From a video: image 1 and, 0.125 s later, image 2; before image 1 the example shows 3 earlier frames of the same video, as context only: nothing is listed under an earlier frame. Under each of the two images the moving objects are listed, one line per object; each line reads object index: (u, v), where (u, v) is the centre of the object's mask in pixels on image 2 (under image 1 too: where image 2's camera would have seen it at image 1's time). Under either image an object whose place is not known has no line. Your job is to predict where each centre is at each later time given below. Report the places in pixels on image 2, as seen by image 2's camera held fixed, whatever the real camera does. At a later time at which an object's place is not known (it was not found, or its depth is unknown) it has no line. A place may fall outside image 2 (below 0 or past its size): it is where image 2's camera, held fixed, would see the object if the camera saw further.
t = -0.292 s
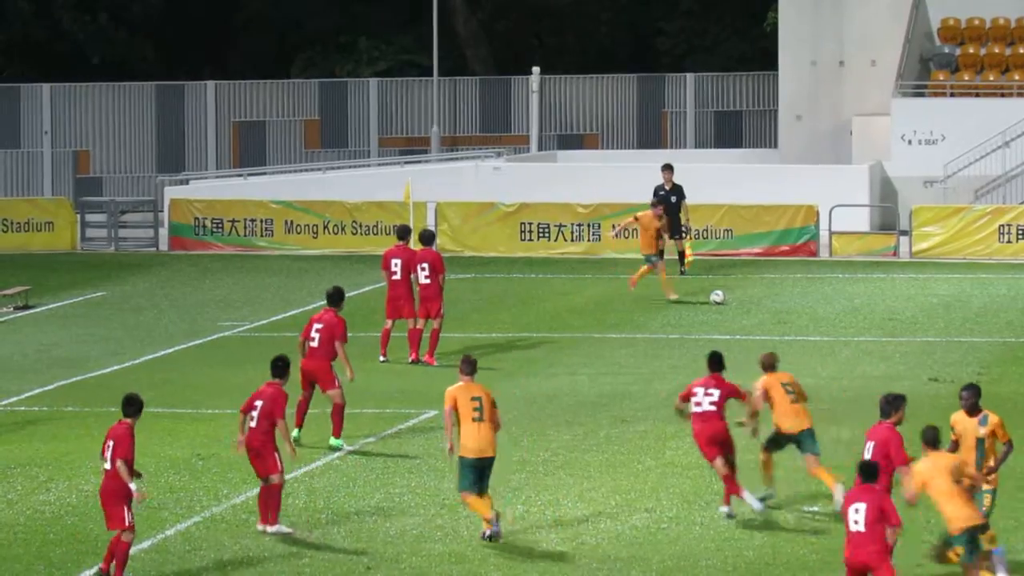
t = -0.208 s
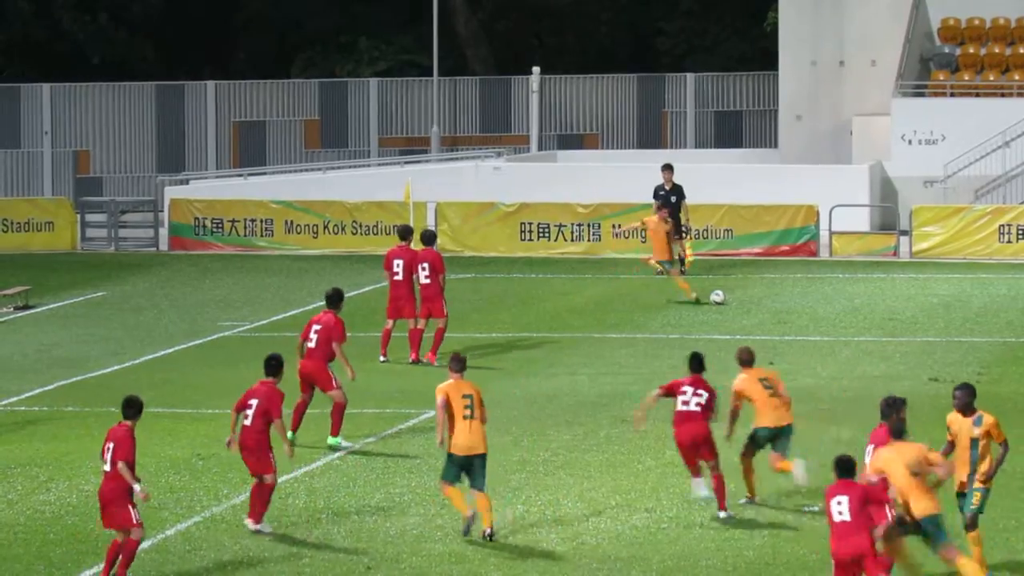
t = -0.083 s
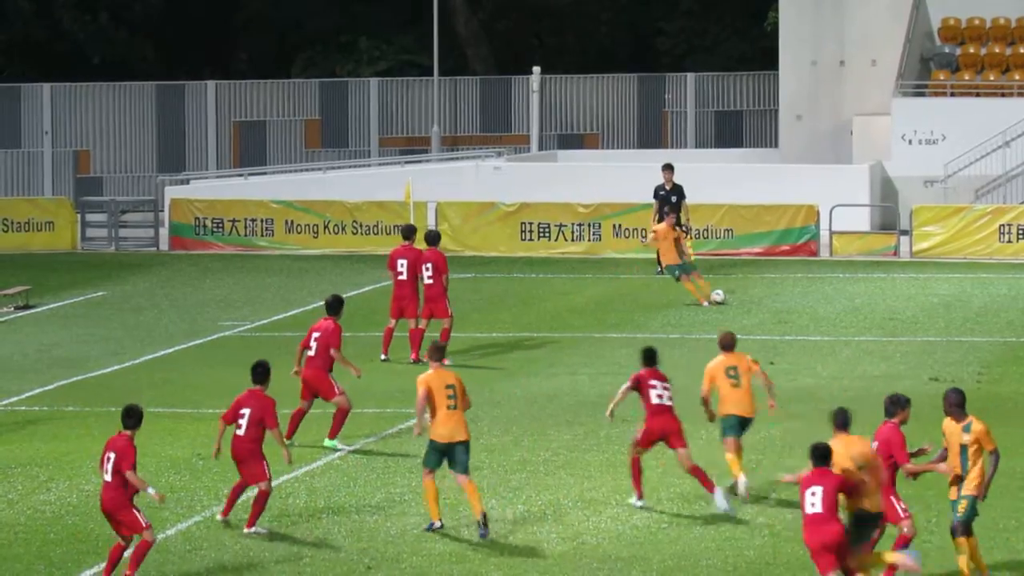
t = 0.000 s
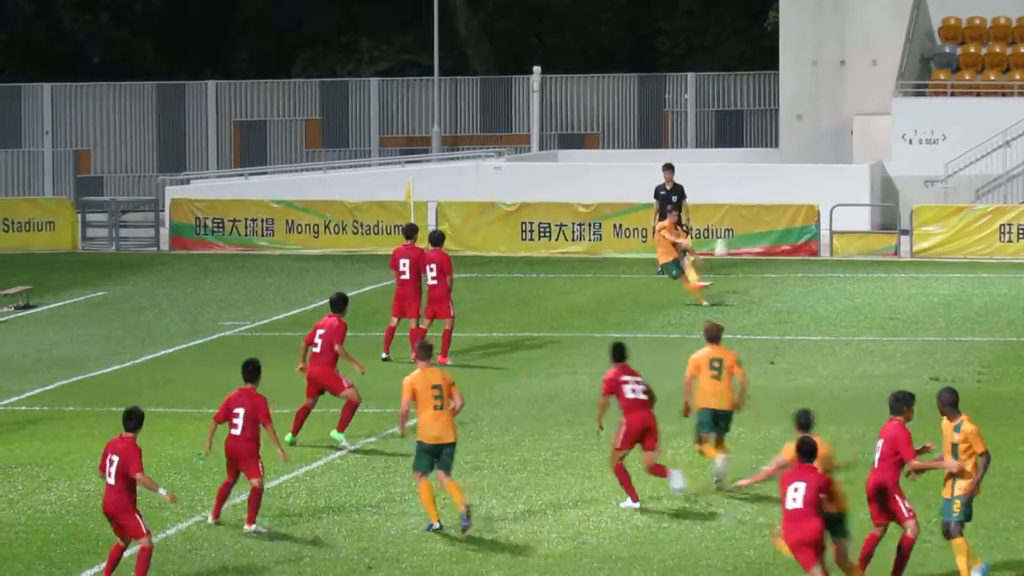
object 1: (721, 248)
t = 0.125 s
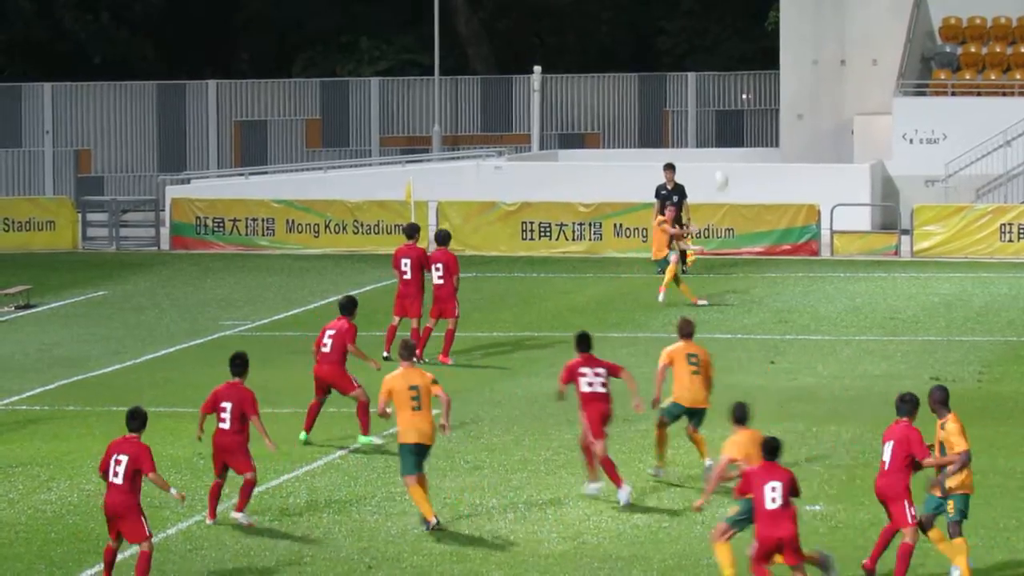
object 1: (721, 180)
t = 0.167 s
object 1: (719, 160)
